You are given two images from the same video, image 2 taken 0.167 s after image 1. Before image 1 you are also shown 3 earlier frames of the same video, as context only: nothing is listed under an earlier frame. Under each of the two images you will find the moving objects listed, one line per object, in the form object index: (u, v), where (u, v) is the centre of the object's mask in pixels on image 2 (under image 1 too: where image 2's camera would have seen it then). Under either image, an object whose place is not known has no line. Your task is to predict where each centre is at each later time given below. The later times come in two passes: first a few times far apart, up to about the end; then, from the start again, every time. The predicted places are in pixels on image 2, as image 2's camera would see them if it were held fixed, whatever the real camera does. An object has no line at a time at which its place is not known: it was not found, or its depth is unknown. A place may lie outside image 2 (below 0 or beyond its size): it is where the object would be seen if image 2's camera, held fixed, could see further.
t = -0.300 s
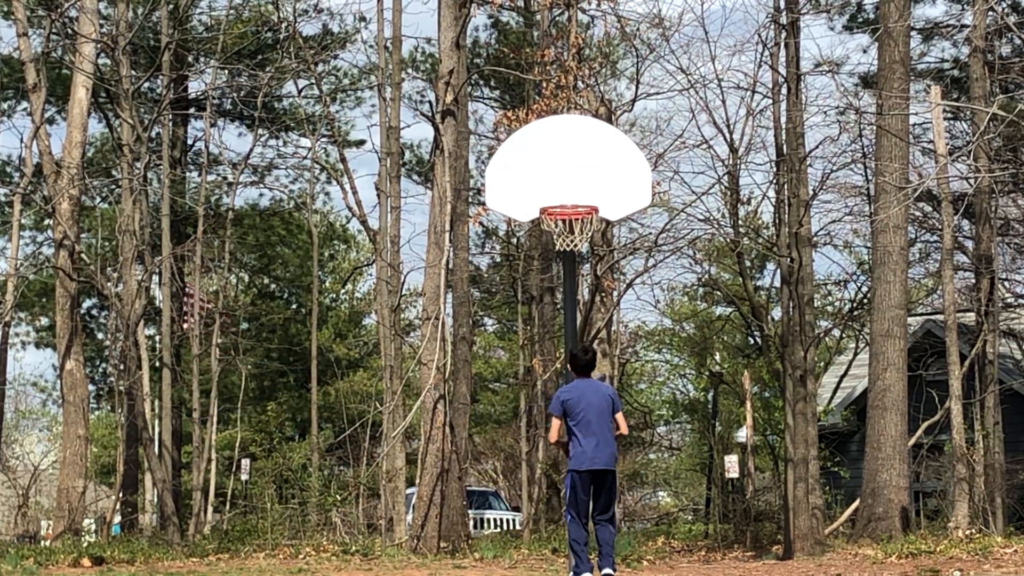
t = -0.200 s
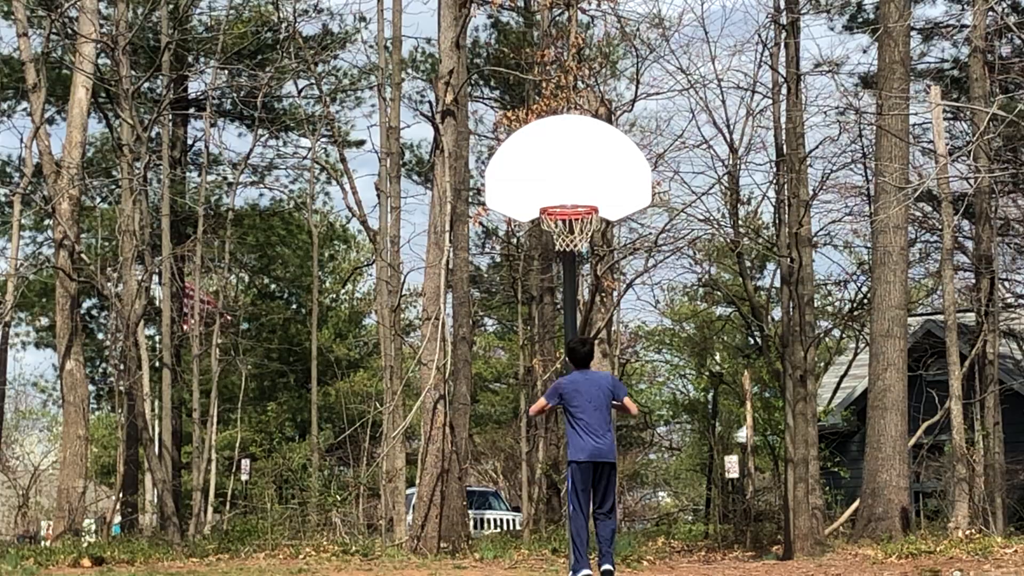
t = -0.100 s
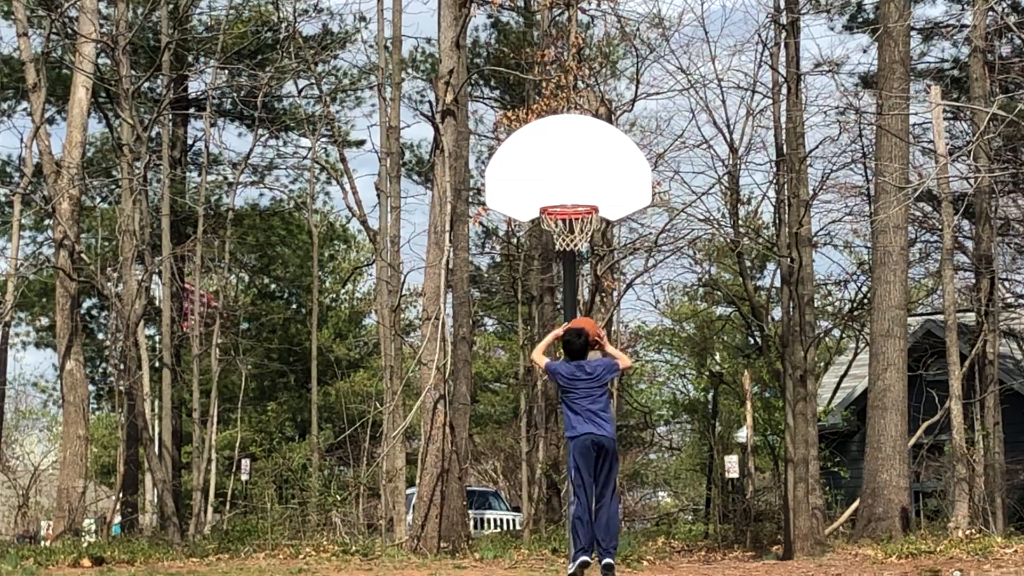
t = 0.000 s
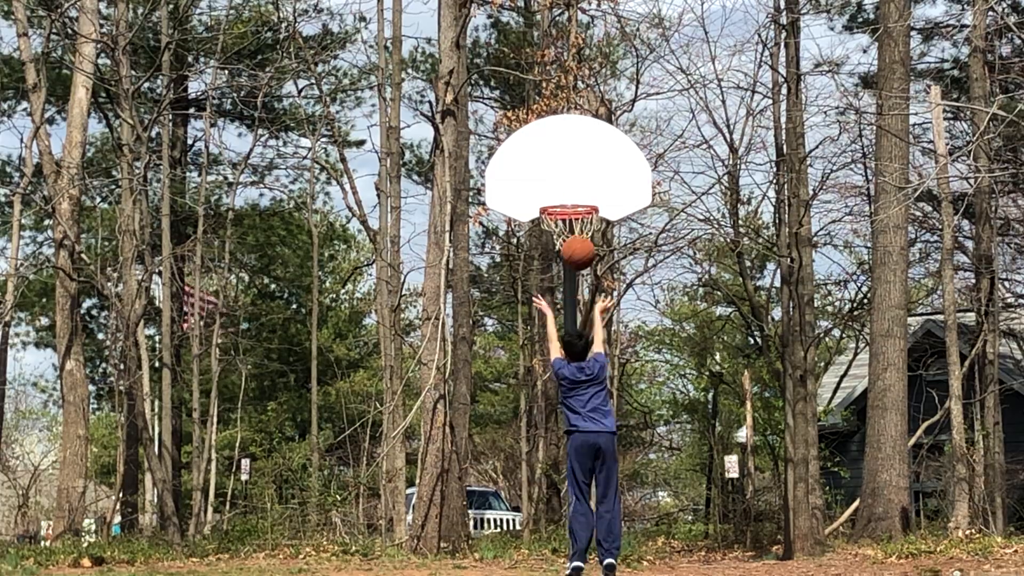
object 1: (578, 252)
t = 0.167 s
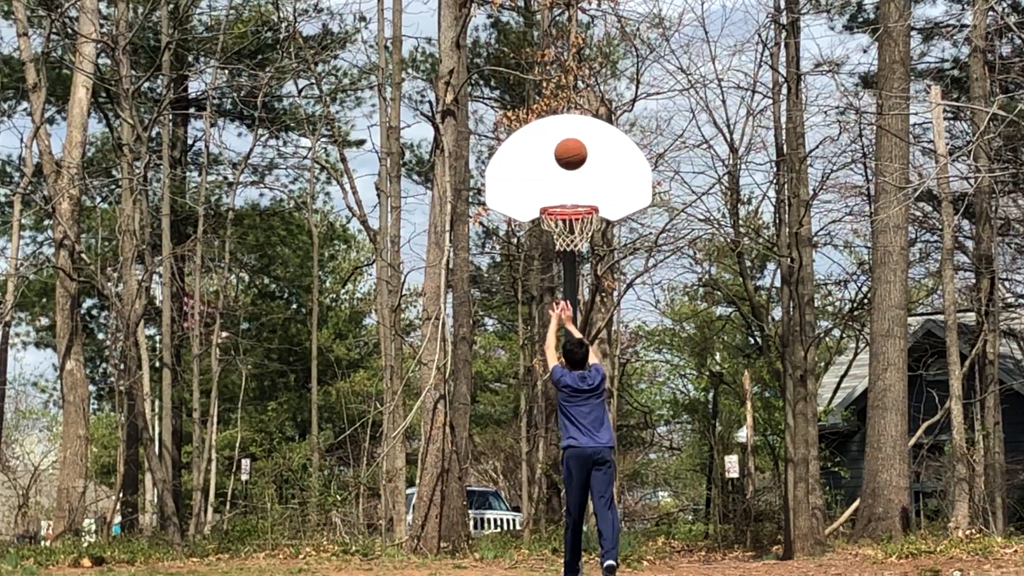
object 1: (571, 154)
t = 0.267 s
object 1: (567, 115)
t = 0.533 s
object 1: (559, 80)
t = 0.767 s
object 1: (554, 124)
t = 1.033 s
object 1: (565, 196)
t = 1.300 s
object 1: (608, 154)
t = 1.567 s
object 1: (654, 188)
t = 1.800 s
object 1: (696, 284)
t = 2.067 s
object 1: (746, 473)
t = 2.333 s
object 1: (787, 450)
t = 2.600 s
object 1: (825, 339)
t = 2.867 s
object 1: (865, 312)
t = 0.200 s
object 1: (569, 139)
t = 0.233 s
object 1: (568, 126)
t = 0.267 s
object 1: (567, 115)
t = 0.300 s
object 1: (565, 105)
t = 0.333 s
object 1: (564, 97)
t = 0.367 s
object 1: (563, 90)
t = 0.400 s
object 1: (562, 85)
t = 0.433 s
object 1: (561, 82)
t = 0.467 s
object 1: (560, 80)
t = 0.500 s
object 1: (560, 80)
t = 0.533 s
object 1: (559, 80)
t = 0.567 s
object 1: (558, 83)
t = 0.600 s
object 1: (557, 87)
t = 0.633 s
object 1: (556, 91)
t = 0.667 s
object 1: (555, 97)
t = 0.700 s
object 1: (555, 104)
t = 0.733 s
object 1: (554, 113)
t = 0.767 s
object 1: (554, 124)
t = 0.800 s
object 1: (553, 135)
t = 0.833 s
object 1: (553, 148)
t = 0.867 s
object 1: (552, 161)
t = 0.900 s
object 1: (552, 176)
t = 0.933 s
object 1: (552, 192)
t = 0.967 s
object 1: (555, 194)
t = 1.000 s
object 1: (560, 195)
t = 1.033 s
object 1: (565, 196)
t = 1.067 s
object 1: (570, 192)
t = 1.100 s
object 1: (575, 183)
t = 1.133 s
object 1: (580, 175)
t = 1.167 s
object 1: (586, 168)
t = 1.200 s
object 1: (591, 163)
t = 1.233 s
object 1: (597, 159)
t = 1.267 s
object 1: (602, 156)
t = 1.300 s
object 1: (608, 154)
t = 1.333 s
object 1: (613, 154)
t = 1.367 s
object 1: (619, 155)
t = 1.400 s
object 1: (625, 157)
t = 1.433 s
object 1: (631, 161)
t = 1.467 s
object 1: (636, 166)
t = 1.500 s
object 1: (642, 172)
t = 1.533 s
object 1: (648, 179)
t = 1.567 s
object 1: (654, 188)
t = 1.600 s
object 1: (660, 198)
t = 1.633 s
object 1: (665, 208)
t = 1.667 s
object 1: (672, 221)
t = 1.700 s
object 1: (678, 235)
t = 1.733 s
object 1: (684, 250)
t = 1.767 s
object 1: (690, 267)
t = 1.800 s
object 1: (696, 284)
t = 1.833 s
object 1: (702, 303)
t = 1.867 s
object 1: (708, 324)
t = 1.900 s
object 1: (714, 346)
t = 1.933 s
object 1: (720, 369)
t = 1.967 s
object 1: (727, 393)
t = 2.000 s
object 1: (733, 418)
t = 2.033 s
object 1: (739, 445)
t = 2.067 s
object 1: (746, 473)
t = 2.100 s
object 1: (752, 503)
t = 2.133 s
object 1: (759, 534)
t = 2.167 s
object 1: (765, 564)
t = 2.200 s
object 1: (769, 540)
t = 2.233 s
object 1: (774, 515)
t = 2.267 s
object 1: (778, 492)
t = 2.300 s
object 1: (782, 471)
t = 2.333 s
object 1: (787, 450)
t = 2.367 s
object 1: (791, 432)
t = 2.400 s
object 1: (796, 414)
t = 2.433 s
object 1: (801, 399)
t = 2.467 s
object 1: (806, 384)
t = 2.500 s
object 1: (811, 370)
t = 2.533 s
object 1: (816, 358)
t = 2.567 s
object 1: (821, 348)
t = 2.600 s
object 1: (825, 339)
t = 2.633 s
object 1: (830, 331)
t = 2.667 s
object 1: (835, 324)
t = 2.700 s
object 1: (840, 319)
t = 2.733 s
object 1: (845, 315)
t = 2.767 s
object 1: (851, 312)
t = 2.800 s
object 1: (855, 311)
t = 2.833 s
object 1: (860, 311)
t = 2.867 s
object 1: (865, 312)
